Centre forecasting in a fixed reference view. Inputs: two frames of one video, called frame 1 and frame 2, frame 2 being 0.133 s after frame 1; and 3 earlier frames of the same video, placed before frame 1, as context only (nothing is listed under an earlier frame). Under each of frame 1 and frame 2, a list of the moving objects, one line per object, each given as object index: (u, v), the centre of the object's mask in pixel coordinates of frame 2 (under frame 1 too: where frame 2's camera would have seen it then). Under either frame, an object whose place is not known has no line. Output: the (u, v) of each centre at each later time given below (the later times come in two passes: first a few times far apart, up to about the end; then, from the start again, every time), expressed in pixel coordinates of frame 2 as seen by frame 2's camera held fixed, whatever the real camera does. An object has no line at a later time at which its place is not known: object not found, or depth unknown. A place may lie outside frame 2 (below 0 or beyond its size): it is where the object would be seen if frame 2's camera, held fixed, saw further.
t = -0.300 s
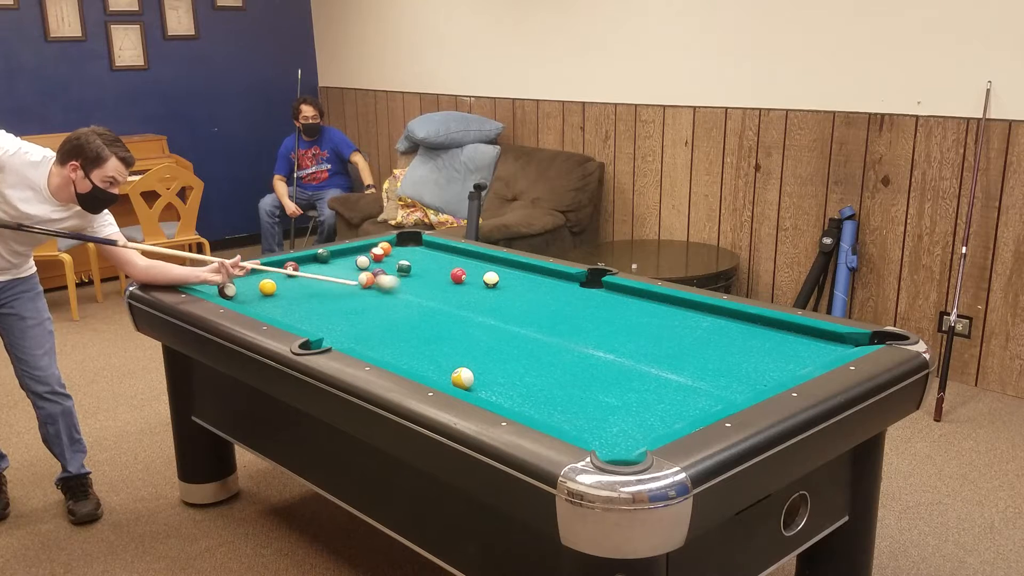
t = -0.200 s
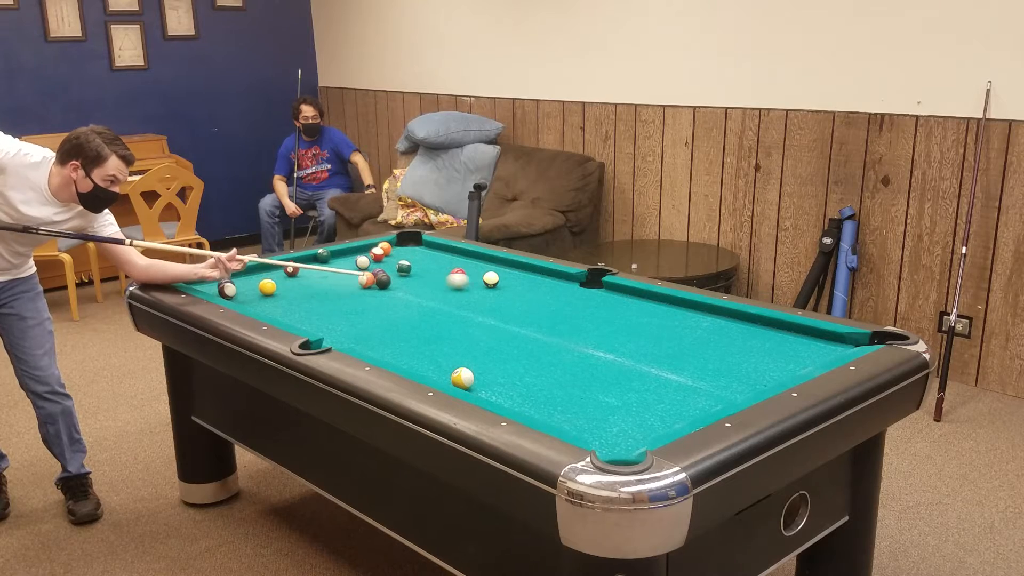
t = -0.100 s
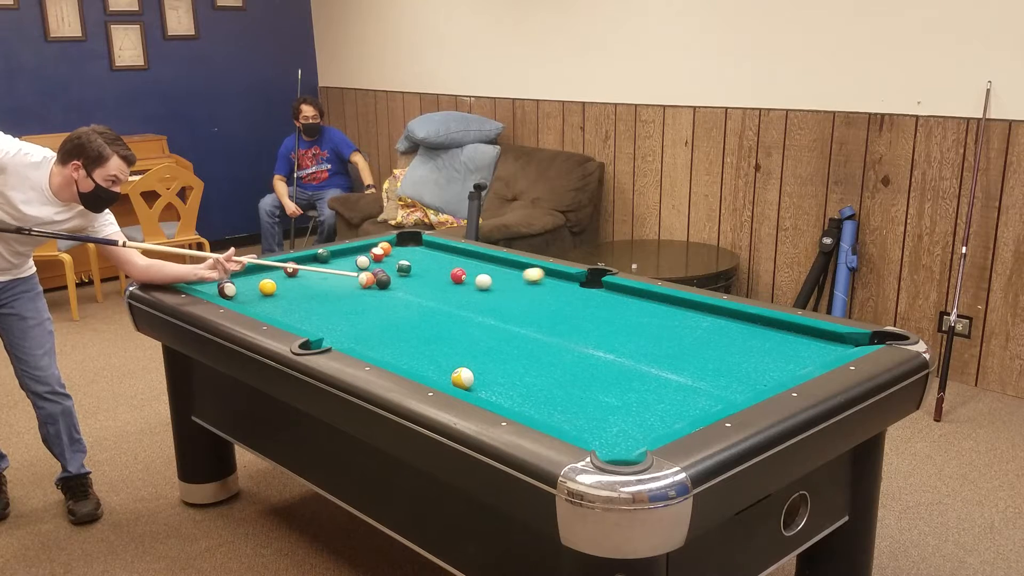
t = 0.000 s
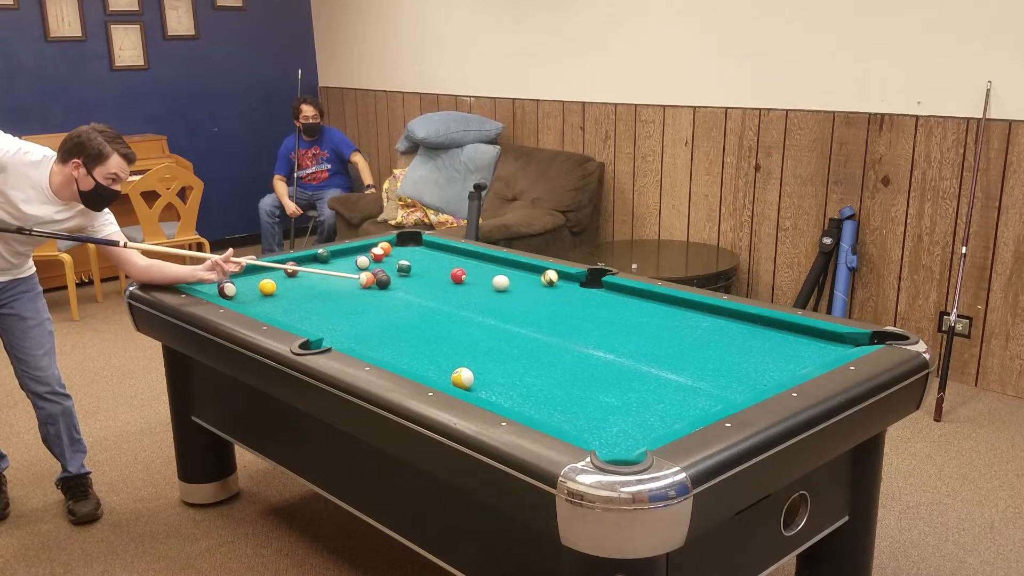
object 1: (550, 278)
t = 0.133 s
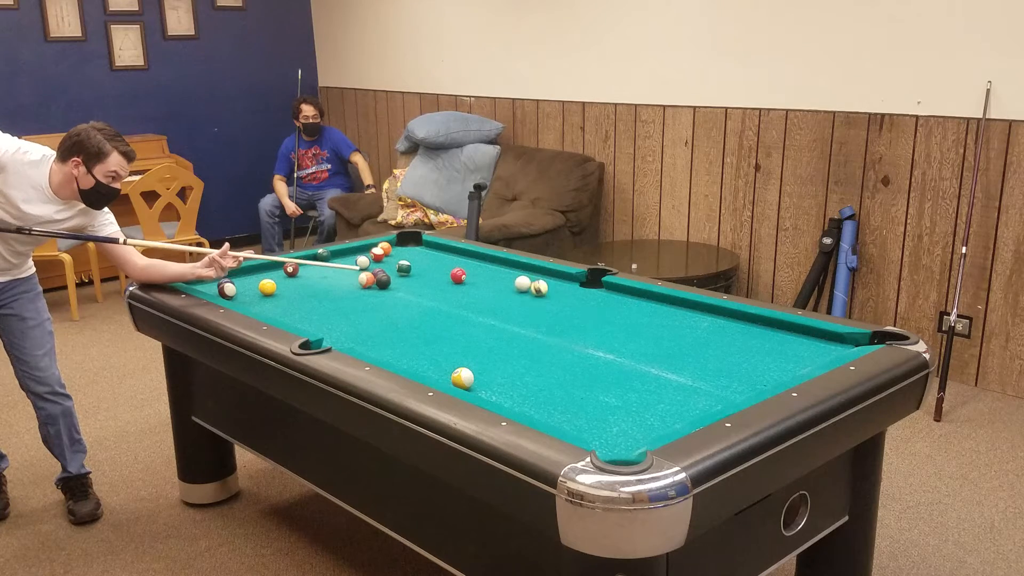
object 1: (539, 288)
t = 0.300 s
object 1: (545, 302)
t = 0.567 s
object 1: (555, 328)
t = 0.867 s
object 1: (566, 363)
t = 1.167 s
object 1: (580, 405)
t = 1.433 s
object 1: (612, 440)
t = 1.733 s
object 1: (603, 441)
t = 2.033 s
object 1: (600, 434)
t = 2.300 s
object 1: (601, 428)
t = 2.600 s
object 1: (605, 424)
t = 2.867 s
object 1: (607, 421)
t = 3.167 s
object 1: (609, 420)
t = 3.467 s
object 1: (609, 419)
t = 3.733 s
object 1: (609, 418)
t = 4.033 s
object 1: (609, 417)
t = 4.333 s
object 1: (609, 417)
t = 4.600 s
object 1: (609, 418)
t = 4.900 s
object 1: (609, 418)
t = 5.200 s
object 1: (609, 418)
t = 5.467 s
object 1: (609, 418)
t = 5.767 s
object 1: (609, 418)
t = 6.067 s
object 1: (609, 418)
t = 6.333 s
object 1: (609, 418)
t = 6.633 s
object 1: (609, 418)
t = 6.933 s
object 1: (609, 418)
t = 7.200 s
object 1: (609, 418)
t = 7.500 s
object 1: (609, 418)
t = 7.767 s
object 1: (609, 418)
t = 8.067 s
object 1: (609, 418)
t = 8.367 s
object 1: (609, 418)
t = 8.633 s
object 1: (609, 418)
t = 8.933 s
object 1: (609, 418)
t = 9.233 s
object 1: (609, 418)
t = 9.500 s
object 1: (609, 418)
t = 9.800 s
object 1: (609, 418)
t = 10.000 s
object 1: (609, 418)
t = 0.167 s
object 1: (541, 291)
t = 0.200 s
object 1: (542, 294)
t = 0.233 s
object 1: (543, 296)
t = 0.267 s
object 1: (544, 299)
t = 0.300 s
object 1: (545, 302)
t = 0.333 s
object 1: (546, 305)
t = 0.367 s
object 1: (547, 308)
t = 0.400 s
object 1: (549, 311)
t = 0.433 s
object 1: (550, 315)
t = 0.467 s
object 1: (551, 318)
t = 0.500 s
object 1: (552, 322)
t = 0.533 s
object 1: (553, 325)
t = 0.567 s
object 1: (555, 328)
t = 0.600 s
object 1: (556, 332)
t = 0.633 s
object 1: (557, 335)
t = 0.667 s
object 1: (558, 339)
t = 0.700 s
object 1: (559, 343)
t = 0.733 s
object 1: (561, 347)
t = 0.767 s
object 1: (562, 351)
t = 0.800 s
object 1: (563, 355)
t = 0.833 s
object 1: (565, 359)
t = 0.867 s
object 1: (566, 363)
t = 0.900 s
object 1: (568, 367)
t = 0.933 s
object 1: (569, 372)
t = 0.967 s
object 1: (571, 376)
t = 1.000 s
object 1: (572, 381)
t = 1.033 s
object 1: (574, 385)
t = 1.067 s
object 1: (575, 391)
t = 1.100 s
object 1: (577, 396)
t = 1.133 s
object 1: (579, 400)
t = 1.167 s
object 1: (580, 405)
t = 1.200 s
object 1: (582, 411)
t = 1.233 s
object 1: (584, 416)
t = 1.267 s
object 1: (586, 423)
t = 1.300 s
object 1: (588, 427)
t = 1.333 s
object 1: (590, 432)
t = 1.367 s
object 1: (595, 436)
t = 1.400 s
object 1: (604, 439)
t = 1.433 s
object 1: (612, 440)
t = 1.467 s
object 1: (621, 441)
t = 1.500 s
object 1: (630, 442)
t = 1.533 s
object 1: (632, 443)
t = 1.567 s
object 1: (627, 443)
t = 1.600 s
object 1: (622, 442)
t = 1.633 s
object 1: (617, 441)
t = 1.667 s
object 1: (612, 441)
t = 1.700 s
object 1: (607, 441)
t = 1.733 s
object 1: (603, 441)
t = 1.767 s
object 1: (599, 440)
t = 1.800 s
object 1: (598, 439)
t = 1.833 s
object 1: (598, 438)
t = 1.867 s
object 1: (598, 438)
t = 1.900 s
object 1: (598, 437)
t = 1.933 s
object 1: (599, 436)
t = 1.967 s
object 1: (599, 436)
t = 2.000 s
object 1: (599, 435)
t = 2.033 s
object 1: (600, 434)
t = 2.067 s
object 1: (600, 433)
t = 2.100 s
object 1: (600, 432)
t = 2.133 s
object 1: (600, 432)
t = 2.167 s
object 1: (601, 431)
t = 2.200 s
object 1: (601, 430)
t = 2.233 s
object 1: (601, 430)
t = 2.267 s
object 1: (601, 429)
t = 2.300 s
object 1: (601, 428)
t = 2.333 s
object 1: (602, 428)
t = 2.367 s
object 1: (602, 427)
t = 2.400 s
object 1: (602, 427)
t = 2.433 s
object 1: (603, 426)
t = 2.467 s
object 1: (603, 425)
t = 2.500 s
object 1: (603, 425)
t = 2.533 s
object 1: (604, 425)
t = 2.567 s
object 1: (604, 424)
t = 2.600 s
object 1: (605, 424)
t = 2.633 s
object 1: (605, 424)
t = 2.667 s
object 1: (606, 423)
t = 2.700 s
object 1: (606, 423)
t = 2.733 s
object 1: (606, 422)
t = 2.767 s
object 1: (607, 422)
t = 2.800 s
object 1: (607, 422)
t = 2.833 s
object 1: (607, 422)
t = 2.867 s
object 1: (607, 421)
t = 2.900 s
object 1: (608, 421)
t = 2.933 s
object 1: (608, 421)
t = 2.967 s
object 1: (608, 421)
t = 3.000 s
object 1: (608, 420)
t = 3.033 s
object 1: (608, 420)
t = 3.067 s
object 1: (609, 420)
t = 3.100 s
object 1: (609, 420)
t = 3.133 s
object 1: (609, 420)
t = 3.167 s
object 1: (609, 420)
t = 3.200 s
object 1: (609, 420)
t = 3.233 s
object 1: (609, 420)
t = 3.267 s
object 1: (609, 419)
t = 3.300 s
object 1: (609, 419)
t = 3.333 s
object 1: (609, 419)
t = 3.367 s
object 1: (609, 419)
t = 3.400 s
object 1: (609, 419)
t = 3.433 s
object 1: (609, 419)
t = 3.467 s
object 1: (609, 419)
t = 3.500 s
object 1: (610, 419)
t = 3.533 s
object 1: (610, 418)
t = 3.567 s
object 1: (609, 418)
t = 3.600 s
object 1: (609, 418)
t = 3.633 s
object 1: (609, 418)
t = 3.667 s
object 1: (609, 418)
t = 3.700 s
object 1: (609, 418)
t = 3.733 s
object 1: (609, 418)
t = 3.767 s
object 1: (609, 418)
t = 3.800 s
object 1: (609, 417)
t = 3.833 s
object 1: (609, 417)
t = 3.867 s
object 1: (609, 417)
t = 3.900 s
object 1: (609, 417)
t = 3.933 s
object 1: (609, 417)
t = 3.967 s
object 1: (609, 417)
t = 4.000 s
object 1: (609, 417)
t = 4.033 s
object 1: (609, 417)
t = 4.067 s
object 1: (609, 417)
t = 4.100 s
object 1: (609, 418)
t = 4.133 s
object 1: (609, 417)
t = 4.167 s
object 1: (609, 417)
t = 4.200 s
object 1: (609, 417)
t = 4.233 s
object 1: (609, 417)
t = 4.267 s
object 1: (609, 417)
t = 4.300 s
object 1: (609, 417)
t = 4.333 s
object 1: (609, 417)
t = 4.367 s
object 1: (609, 418)
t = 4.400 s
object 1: (609, 417)
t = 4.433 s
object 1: (609, 418)
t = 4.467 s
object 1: (609, 418)
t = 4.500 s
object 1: (609, 418)
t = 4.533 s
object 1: (609, 418)
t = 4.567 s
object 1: (609, 418)
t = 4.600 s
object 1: (609, 418)
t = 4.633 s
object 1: (609, 418)
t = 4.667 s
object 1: (609, 418)
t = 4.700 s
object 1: (609, 418)
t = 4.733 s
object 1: (609, 418)
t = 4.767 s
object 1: (609, 418)
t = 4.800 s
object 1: (609, 418)
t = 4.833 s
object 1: (609, 418)
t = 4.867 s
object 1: (609, 418)
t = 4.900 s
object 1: (609, 418)
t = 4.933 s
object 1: (609, 418)
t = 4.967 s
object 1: (609, 418)
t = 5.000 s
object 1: (609, 418)
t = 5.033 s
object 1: (609, 418)
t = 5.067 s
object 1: (609, 418)
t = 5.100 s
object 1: (609, 418)
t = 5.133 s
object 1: (609, 418)
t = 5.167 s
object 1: (609, 418)
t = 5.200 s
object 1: (609, 418)
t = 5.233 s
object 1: (609, 418)
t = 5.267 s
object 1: (609, 418)
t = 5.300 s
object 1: (609, 418)
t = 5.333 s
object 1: (609, 418)
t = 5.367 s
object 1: (609, 418)
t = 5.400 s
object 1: (609, 418)
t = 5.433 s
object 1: (609, 418)
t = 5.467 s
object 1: (609, 418)
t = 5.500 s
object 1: (609, 418)
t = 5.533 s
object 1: (609, 418)
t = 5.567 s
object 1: (609, 418)
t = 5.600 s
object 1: (609, 418)
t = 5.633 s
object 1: (609, 418)
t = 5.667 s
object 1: (609, 418)
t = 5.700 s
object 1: (609, 418)
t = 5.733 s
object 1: (609, 417)
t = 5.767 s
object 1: (609, 418)
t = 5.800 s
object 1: (609, 418)
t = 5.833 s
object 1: (609, 417)
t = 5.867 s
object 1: (609, 418)
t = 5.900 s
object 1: (609, 418)
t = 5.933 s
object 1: (609, 417)
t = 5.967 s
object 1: (609, 418)
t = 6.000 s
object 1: (609, 418)
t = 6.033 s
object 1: (609, 417)
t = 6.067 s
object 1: (609, 418)
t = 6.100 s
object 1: (609, 417)
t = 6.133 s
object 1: (609, 418)
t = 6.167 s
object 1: (609, 418)
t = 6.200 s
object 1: (609, 418)
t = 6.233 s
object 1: (609, 418)
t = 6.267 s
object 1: (609, 418)
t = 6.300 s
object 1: (609, 418)
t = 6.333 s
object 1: (609, 418)
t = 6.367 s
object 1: (609, 418)
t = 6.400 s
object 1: (609, 417)
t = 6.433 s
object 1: (609, 418)
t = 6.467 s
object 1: (609, 418)
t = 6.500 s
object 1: (609, 418)
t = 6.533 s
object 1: (609, 417)
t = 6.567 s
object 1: (609, 417)
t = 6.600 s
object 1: (609, 417)
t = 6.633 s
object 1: (609, 418)
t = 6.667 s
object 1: (609, 418)
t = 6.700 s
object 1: (609, 418)
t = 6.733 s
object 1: (609, 418)
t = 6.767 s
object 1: (609, 418)
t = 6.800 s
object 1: (609, 418)
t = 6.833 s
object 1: (609, 418)
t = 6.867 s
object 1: (609, 418)
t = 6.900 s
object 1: (609, 418)
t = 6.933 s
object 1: (609, 418)
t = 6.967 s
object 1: (609, 418)
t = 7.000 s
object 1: (609, 418)
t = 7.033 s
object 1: (609, 418)
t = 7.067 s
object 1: (609, 418)
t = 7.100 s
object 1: (609, 418)
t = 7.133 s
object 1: (609, 418)
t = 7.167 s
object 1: (609, 418)
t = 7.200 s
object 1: (609, 418)
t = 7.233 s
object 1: (609, 418)
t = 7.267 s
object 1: (609, 418)
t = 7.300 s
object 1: (609, 418)
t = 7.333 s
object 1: (609, 418)
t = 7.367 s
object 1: (609, 418)
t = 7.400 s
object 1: (609, 418)
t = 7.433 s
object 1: (609, 418)
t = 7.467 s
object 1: (609, 418)
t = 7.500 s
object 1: (609, 418)
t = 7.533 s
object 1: (609, 418)
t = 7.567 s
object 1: (609, 418)
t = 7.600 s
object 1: (609, 418)
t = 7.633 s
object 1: (609, 418)
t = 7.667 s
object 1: (609, 418)
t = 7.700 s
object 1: (609, 418)
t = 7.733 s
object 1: (609, 418)
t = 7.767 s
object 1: (609, 418)
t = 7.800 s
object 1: (609, 418)
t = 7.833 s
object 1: (609, 418)
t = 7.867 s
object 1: (609, 418)
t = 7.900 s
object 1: (609, 418)
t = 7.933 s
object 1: (609, 418)
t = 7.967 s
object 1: (609, 418)
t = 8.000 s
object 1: (609, 418)
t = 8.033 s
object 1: (609, 418)
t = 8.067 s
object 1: (609, 418)
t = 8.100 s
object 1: (609, 418)
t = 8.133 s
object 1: (609, 418)
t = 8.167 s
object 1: (609, 418)
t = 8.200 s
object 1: (609, 418)
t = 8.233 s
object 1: (609, 418)
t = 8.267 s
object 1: (609, 418)
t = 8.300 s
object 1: (609, 418)
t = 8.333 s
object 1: (609, 418)
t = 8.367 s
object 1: (609, 418)
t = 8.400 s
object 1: (609, 418)
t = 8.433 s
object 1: (609, 418)
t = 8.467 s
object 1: (609, 418)
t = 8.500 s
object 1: (609, 418)
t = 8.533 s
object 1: (609, 418)
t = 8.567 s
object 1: (609, 418)
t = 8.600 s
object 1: (609, 418)
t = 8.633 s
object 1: (609, 418)
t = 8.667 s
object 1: (609, 418)
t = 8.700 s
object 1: (609, 418)
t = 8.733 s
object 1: (609, 418)
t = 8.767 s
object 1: (609, 418)
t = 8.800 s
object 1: (609, 418)
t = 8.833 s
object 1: (609, 418)
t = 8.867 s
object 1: (609, 418)
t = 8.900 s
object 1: (609, 418)
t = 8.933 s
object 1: (609, 418)
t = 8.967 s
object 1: (609, 418)
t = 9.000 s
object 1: (609, 418)
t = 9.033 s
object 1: (609, 418)
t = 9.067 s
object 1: (609, 418)
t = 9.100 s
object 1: (609, 418)
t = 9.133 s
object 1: (609, 418)
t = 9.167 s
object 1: (609, 418)
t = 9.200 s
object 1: (609, 418)
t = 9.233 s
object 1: (609, 418)
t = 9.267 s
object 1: (609, 418)
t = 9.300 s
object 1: (609, 418)
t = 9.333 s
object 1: (609, 418)
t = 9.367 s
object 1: (609, 418)
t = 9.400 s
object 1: (609, 418)
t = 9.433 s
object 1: (609, 418)
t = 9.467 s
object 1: (609, 418)
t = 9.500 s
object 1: (609, 418)
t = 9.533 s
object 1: (609, 418)
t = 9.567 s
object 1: (609, 418)
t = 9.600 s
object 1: (609, 418)
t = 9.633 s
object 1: (609, 418)
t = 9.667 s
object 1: (609, 418)
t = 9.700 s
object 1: (609, 418)
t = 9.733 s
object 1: (609, 418)
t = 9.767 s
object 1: (609, 418)
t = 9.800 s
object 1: (609, 418)
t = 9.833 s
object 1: (609, 418)
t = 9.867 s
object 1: (609, 418)
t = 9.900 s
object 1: (609, 418)
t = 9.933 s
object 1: (609, 418)
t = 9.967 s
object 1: (609, 418)
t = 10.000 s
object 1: (609, 418)
